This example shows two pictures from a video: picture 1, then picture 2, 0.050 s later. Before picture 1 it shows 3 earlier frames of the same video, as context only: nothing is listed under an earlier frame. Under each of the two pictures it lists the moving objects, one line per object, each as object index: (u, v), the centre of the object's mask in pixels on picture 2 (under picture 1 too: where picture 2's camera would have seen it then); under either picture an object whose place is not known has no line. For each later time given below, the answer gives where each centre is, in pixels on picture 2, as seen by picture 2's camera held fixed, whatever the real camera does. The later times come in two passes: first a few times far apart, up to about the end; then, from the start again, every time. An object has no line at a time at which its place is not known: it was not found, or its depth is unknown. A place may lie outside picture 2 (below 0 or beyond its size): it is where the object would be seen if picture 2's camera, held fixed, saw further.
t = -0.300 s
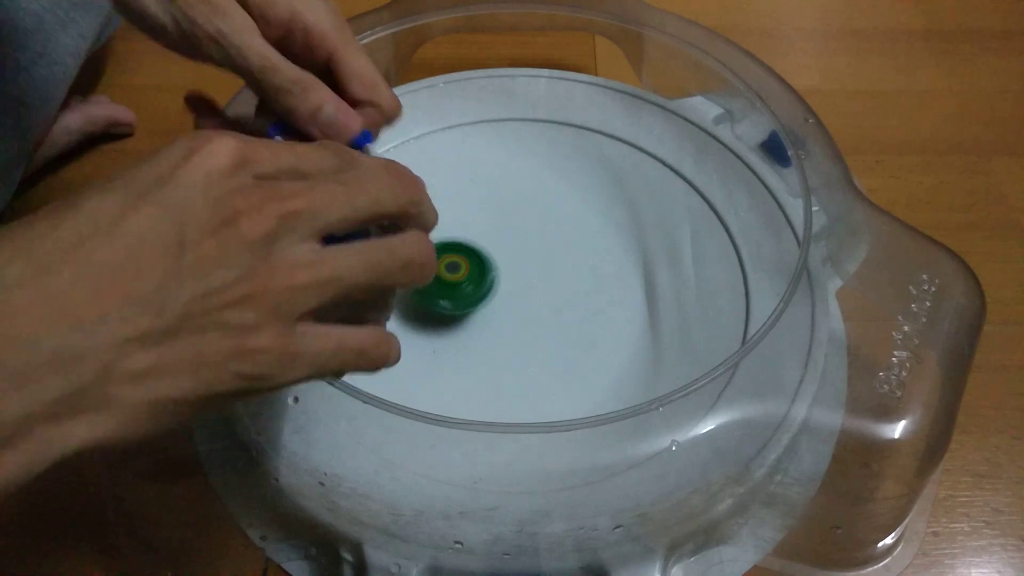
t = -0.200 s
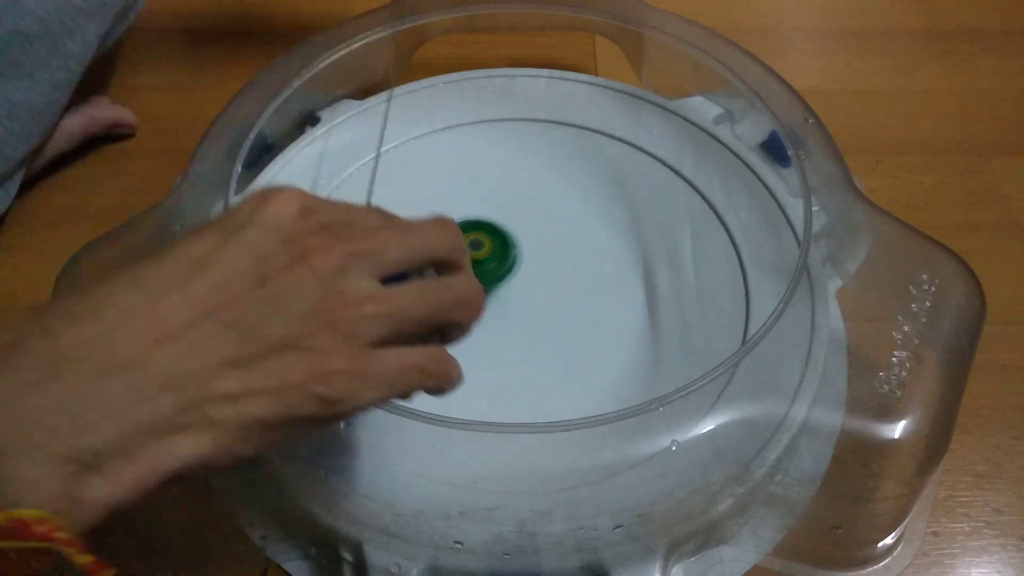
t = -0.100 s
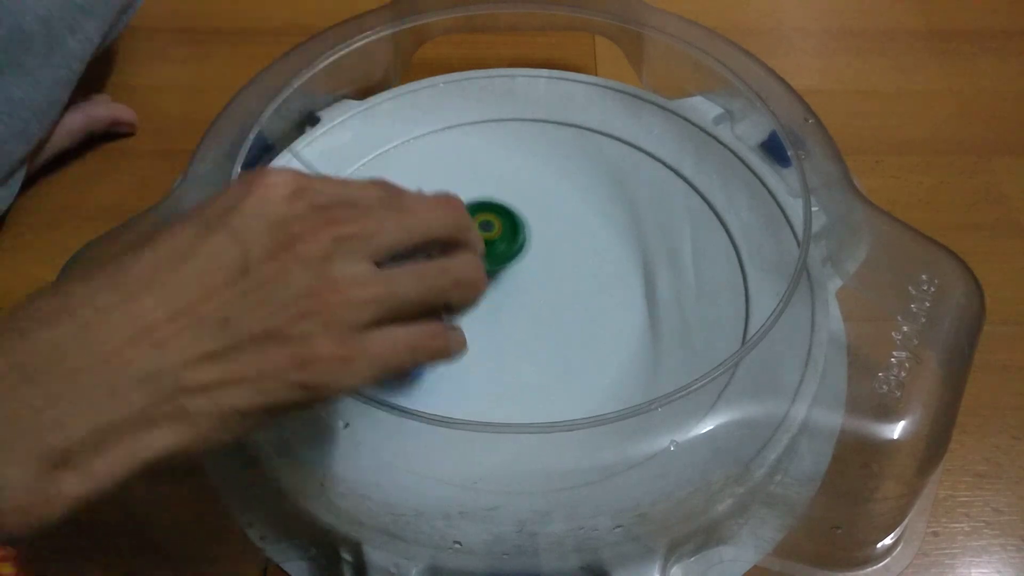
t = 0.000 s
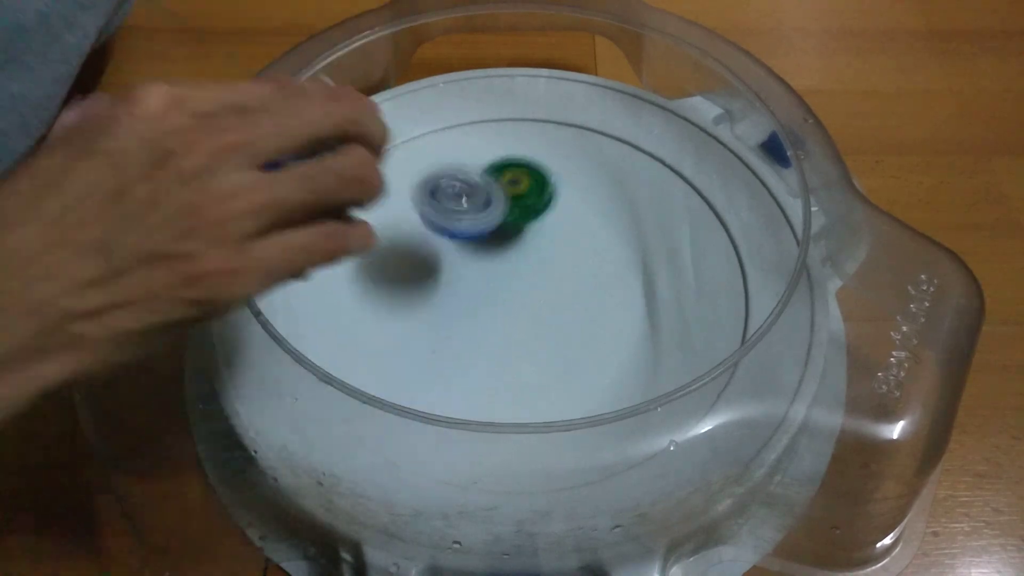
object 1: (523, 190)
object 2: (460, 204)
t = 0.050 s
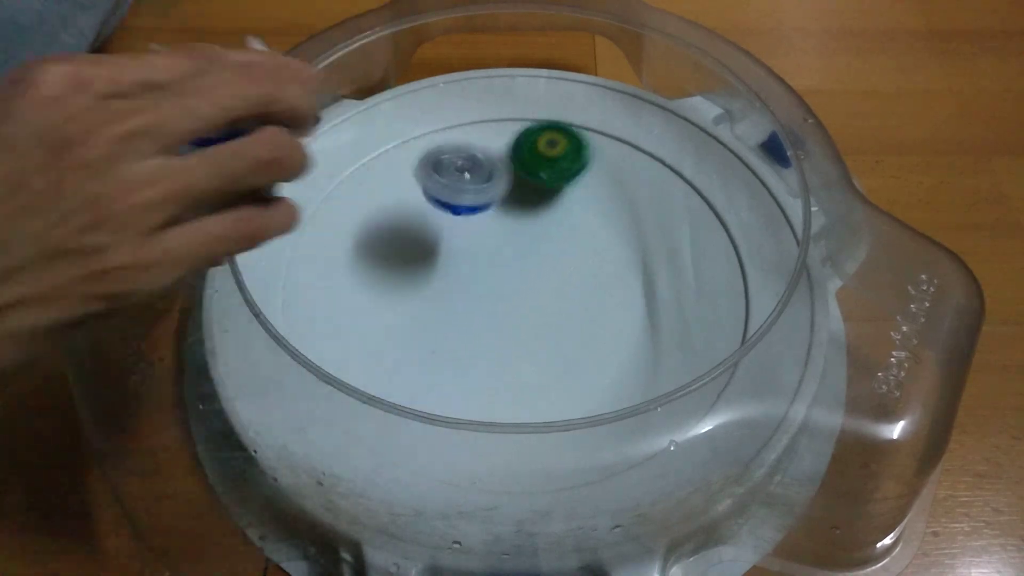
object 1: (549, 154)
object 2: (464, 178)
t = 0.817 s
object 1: (635, 337)
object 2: (423, 261)
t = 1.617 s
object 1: (532, 290)
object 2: (500, 402)
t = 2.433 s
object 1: (488, 201)
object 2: (690, 283)
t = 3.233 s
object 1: (602, 258)
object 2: (521, 138)
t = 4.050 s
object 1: (521, 282)
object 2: (296, 274)
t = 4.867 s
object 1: (471, 241)
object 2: (572, 444)
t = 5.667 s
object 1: (560, 278)
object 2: (671, 161)
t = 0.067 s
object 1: (560, 144)
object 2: (462, 177)
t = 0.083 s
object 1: (568, 134)
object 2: (462, 180)
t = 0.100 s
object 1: (576, 125)
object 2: (465, 187)
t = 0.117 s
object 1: (583, 117)
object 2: (468, 195)
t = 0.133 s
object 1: (589, 110)
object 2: (469, 204)
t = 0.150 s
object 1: (592, 106)
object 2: (475, 194)
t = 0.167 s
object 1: (594, 106)
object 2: (481, 187)
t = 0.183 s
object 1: (596, 109)
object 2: (487, 184)
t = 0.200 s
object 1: (595, 114)
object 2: (492, 184)
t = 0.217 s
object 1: (594, 121)
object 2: (497, 188)
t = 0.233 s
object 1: (592, 127)
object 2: (507, 193)
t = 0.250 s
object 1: (590, 136)
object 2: (513, 194)
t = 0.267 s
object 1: (586, 142)
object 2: (520, 193)
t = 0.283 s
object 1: (594, 144)
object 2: (513, 199)
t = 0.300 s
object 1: (613, 128)
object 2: (494, 210)
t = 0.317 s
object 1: (633, 119)
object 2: (475, 227)
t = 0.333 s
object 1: (652, 112)
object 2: (457, 246)
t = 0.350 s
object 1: (670, 108)
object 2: (438, 265)
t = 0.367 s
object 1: (688, 109)
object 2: (421, 277)
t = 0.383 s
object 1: (699, 118)
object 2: (405, 293)
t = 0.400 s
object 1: (702, 123)
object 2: (390, 305)
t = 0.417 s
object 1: (705, 128)
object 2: (375, 318)
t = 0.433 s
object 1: (706, 139)
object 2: (359, 331)
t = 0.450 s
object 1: (707, 150)
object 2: (352, 338)
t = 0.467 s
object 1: (707, 155)
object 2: (335, 352)
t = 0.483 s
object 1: (706, 163)
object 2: (324, 360)
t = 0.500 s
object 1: (704, 176)
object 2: (312, 368)
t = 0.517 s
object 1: (700, 188)
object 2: (312, 369)
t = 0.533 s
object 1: (695, 197)
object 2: (320, 367)
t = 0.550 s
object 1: (688, 210)
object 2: (331, 366)
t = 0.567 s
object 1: (681, 220)
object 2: (341, 365)
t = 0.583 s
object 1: (673, 230)
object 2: (352, 361)
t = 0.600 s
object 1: (664, 240)
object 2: (369, 352)
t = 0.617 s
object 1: (653, 252)
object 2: (380, 351)
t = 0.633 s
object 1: (642, 262)
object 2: (389, 349)
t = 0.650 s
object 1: (630, 272)
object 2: (403, 342)
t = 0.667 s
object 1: (619, 280)
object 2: (416, 336)
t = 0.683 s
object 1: (606, 290)
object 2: (430, 330)
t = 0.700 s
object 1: (593, 297)
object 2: (442, 324)
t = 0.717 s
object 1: (579, 305)
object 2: (454, 317)
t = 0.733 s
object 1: (568, 311)
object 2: (468, 310)
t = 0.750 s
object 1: (574, 316)
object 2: (463, 298)
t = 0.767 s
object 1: (590, 316)
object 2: (452, 288)
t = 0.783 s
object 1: (605, 320)
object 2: (442, 281)
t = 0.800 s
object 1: (621, 326)
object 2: (432, 270)
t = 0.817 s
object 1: (635, 337)
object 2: (423, 261)
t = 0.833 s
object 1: (646, 338)
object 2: (416, 253)
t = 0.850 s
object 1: (655, 338)
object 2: (409, 244)
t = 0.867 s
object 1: (666, 344)
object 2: (404, 236)
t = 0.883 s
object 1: (673, 344)
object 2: (400, 230)
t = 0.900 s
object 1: (678, 345)
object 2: (397, 225)
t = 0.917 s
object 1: (684, 344)
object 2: (395, 220)
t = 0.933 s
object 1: (689, 343)
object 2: (396, 216)
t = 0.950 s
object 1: (693, 341)
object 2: (397, 212)
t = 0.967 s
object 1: (696, 339)
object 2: (399, 210)
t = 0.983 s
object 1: (698, 337)
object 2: (403, 209)
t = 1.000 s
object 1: (701, 334)
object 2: (409, 208)
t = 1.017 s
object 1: (703, 332)
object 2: (414, 208)
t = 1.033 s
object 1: (705, 329)
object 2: (421, 210)
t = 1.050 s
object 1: (707, 327)
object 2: (429, 212)
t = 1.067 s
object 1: (710, 323)
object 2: (438, 215)
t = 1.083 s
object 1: (711, 319)
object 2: (446, 219)
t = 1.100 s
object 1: (712, 315)
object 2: (455, 224)
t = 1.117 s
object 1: (711, 312)
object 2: (464, 228)
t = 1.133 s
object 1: (710, 308)
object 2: (473, 235)
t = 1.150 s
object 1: (709, 305)
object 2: (482, 241)
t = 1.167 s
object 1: (706, 302)
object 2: (491, 248)
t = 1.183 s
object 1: (703, 299)
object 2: (499, 255)
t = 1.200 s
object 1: (699, 297)
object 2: (508, 264)
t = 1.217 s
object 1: (693, 295)
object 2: (515, 272)
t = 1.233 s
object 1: (687, 294)
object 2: (522, 281)
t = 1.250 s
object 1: (681, 292)
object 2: (529, 289)
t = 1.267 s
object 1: (676, 291)
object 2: (536, 299)
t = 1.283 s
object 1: (669, 290)
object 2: (541, 307)
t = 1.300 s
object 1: (662, 289)
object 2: (545, 317)
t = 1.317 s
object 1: (655, 287)
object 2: (549, 326)
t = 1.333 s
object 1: (647, 286)
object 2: (555, 336)
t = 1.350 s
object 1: (640, 286)
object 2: (557, 345)
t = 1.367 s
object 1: (633, 286)
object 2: (560, 353)
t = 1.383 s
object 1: (626, 286)
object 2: (561, 361)
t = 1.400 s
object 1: (620, 285)
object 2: (562, 368)
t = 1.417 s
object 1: (613, 283)
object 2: (560, 373)
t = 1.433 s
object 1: (606, 283)
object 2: (561, 378)
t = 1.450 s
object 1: (599, 282)
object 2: (558, 382)
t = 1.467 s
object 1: (593, 282)
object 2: (555, 385)
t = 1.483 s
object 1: (587, 281)
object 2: (551, 388)
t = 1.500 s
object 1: (581, 281)
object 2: (546, 391)
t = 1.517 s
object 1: (574, 281)
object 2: (542, 392)
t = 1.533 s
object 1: (568, 281)
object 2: (536, 402)
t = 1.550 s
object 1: (560, 282)
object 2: (530, 404)
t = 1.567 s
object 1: (554, 284)
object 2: (523, 403)
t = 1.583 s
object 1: (547, 285)
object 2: (516, 403)
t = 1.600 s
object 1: (540, 288)
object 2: (508, 403)
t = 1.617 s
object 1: (532, 290)
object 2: (500, 402)
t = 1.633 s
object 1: (525, 291)
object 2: (493, 392)
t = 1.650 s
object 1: (519, 293)
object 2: (486, 390)
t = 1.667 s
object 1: (510, 295)
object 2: (477, 389)
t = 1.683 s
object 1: (504, 298)
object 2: (466, 384)
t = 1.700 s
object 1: (497, 299)
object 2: (458, 380)
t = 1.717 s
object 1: (491, 301)
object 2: (449, 376)
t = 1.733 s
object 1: (485, 302)
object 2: (440, 370)
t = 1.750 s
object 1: (480, 301)
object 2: (429, 367)
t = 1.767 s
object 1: (476, 297)
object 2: (417, 365)
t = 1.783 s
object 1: (472, 295)
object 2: (408, 361)
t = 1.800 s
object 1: (468, 292)
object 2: (399, 356)
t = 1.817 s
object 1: (464, 289)
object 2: (391, 350)
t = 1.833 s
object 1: (461, 283)
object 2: (384, 342)
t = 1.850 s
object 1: (457, 281)
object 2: (382, 330)
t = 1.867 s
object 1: (458, 274)
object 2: (373, 326)
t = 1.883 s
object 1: (465, 258)
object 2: (362, 325)
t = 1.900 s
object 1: (471, 244)
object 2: (352, 324)
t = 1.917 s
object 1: (477, 230)
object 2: (342, 321)
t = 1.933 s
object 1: (483, 217)
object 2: (336, 319)
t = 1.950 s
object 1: (488, 204)
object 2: (330, 315)
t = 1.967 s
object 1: (493, 192)
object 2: (326, 311)
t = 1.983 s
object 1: (498, 180)
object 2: (324, 307)
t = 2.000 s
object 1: (504, 168)
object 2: (327, 299)
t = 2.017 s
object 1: (507, 157)
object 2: (329, 293)
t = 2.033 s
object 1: (510, 147)
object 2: (335, 287)
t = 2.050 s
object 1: (515, 138)
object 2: (343, 282)
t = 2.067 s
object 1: (518, 130)
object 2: (354, 276)
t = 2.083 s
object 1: (521, 123)
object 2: (365, 271)
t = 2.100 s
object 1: (523, 118)
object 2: (378, 266)
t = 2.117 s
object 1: (524, 112)
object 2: (392, 262)
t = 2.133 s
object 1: (525, 108)
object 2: (407, 258)
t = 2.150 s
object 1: (526, 105)
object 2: (424, 255)
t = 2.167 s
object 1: (526, 103)
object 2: (441, 253)
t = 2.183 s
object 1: (526, 102)
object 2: (459, 251)
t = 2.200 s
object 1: (525, 102)
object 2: (478, 250)
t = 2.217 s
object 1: (524, 104)
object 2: (495, 249)
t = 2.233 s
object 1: (523, 107)
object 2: (512, 249)
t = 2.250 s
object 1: (521, 112)
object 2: (531, 248)
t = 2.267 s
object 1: (519, 117)
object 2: (548, 250)
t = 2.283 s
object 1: (516, 122)
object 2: (564, 251)
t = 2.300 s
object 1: (513, 130)
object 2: (581, 253)
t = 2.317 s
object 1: (510, 136)
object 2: (596, 257)
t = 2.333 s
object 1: (507, 144)
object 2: (612, 260)
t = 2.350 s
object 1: (504, 153)
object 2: (626, 264)
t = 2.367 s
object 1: (500, 161)
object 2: (643, 266)
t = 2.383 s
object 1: (497, 172)
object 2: (658, 270)
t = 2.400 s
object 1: (493, 182)
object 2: (671, 274)
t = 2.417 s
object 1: (491, 192)
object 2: (683, 278)
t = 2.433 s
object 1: (488, 201)
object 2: (690, 283)
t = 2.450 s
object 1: (485, 210)
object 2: (699, 289)
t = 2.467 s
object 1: (484, 219)
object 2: (707, 295)
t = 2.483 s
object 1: (483, 228)
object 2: (713, 301)
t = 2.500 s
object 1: (482, 237)
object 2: (720, 307)
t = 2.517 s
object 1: (482, 243)
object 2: (721, 313)
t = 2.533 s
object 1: (483, 249)
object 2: (721, 318)
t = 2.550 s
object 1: (484, 257)
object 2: (727, 328)
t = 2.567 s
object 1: (485, 264)
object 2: (728, 335)
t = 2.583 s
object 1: (488, 269)
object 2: (727, 344)
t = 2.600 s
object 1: (491, 274)
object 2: (724, 350)
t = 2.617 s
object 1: (494, 278)
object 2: (717, 359)
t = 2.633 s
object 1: (498, 283)
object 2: (709, 365)
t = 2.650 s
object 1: (504, 286)
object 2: (700, 370)
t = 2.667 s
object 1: (509, 289)
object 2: (687, 376)
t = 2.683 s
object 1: (513, 291)
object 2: (678, 381)
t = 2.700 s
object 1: (519, 293)
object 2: (669, 385)
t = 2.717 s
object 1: (525, 294)
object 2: (655, 391)
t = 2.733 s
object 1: (530, 293)
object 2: (636, 395)
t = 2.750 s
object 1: (536, 291)
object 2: (624, 398)
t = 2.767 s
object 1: (540, 290)
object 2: (608, 400)
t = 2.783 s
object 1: (546, 289)
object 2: (594, 401)
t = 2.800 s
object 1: (553, 284)
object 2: (577, 398)
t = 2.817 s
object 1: (559, 281)
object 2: (559, 391)
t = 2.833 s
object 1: (563, 279)
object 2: (546, 388)
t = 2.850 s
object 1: (569, 276)
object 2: (530, 385)
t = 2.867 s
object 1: (575, 274)
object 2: (517, 379)
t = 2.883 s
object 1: (579, 271)
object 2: (505, 369)
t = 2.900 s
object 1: (583, 269)
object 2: (493, 360)
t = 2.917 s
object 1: (587, 269)
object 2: (483, 349)
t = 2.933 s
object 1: (591, 267)
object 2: (475, 335)
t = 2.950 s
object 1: (593, 265)
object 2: (468, 323)
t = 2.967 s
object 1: (595, 264)
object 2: (462, 308)
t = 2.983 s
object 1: (598, 263)
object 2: (459, 297)
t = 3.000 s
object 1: (600, 262)
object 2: (456, 282)
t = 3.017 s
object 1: (600, 261)
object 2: (455, 269)
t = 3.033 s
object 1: (601, 261)
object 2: (455, 256)
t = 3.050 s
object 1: (603, 260)
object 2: (455, 243)
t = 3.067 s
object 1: (603, 259)
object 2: (457, 231)
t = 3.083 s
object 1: (603, 259)
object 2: (459, 218)
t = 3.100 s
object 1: (603, 259)
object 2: (464, 207)
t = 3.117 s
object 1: (604, 259)
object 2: (468, 196)
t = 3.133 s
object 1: (604, 258)
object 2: (474, 186)
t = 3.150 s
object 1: (604, 258)
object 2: (480, 175)
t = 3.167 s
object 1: (604, 258)
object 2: (487, 167)
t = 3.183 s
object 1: (604, 258)
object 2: (496, 159)
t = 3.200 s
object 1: (604, 258)
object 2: (504, 151)
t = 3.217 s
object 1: (602, 258)
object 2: (511, 145)
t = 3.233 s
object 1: (602, 258)
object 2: (521, 138)
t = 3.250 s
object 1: (602, 259)
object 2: (529, 133)
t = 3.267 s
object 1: (601, 260)
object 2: (540, 128)
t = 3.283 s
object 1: (600, 261)
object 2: (550, 125)
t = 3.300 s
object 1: (599, 262)
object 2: (560, 123)
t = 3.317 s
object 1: (599, 262)
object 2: (570, 121)
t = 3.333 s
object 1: (598, 263)
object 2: (581, 120)
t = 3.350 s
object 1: (597, 264)
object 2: (592, 119)
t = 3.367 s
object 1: (596, 265)
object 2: (602, 120)
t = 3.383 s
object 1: (595, 266)
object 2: (612, 123)
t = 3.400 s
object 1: (594, 267)
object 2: (622, 124)
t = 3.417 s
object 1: (592, 268)
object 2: (633, 126)
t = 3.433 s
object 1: (591, 269)
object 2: (642, 131)
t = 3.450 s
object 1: (590, 270)
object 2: (651, 138)
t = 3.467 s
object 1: (588, 271)
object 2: (660, 144)
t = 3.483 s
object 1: (587, 273)
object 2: (668, 154)
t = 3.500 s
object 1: (586, 274)
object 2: (674, 164)
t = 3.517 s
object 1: (585, 274)
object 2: (684, 176)
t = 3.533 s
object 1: (583, 276)
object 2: (690, 185)
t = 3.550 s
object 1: (582, 277)
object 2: (698, 199)
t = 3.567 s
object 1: (582, 278)
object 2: (700, 212)
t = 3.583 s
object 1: (580, 279)
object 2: (703, 228)
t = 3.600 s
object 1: (578, 280)
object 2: (700, 245)
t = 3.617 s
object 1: (576, 281)
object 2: (698, 258)
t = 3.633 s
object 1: (575, 281)
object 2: (690, 274)
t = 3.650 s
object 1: (573, 282)
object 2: (680, 291)
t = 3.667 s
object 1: (571, 283)
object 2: (669, 307)
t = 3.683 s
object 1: (570, 284)
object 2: (656, 319)
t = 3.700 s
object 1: (567, 284)
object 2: (639, 333)
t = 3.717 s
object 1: (564, 284)
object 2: (619, 345)
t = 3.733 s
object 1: (562, 285)
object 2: (604, 354)
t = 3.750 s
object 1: (560, 284)
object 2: (584, 363)
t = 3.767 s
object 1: (557, 283)
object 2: (565, 371)
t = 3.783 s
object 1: (555, 284)
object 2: (544, 375)
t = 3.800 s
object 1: (554, 284)
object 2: (525, 378)
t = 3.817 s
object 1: (552, 284)
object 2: (503, 380)
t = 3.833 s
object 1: (550, 284)
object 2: (484, 379)
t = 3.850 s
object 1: (549, 285)
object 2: (463, 377)
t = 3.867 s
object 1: (548, 285)
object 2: (443, 373)
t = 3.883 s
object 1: (546, 285)
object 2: (426, 370)
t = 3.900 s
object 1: (544, 285)
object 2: (407, 363)
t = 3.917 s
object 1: (543, 285)
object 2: (390, 358)
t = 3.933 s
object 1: (541, 285)
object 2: (373, 351)
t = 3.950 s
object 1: (538, 285)
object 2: (358, 343)
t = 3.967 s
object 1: (536, 285)
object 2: (346, 333)
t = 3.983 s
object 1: (533, 284)
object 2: (333, 322)
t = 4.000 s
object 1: (529, 283)
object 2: (323, 312)
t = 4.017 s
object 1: (527, 283)
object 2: (311, 300)
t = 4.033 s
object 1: (525, 283)
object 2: (303, 289)
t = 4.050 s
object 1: (521, 282)
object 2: (296, 274)
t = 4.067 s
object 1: (518, 282)
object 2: (292, 264)
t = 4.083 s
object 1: (515, 281)
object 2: (288, 250)
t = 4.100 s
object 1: (512, 280)
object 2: (286, 237)
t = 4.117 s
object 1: (509, 280)
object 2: (290, 225)
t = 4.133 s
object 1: (506, 279)
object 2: (302, 214)
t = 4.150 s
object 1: (503, 278)
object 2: (311, 205)
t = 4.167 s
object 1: (499, 278)
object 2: (322, 194)
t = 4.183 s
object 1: (497, 277)
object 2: (332, 185)
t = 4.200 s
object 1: (494, 276)
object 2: (343, 177)
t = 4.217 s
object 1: (491, 275)
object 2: (354, 167)
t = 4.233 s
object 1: (489, 275)
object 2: (367, 158)
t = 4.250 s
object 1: (487, 274)
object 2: (378, 149)
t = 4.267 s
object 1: (484, 273)
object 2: (391, 142)
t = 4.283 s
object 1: (482, 273)
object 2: (406, 135)
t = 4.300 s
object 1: (480, 272)
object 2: (419, 132)
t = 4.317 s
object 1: (478, 270)
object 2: (435, 128)
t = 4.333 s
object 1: (475, 270)
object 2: (453, 126)
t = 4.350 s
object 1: (474, 269)
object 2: (468, 127)
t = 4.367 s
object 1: (472, 268)
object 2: (484, 127)
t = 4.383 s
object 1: (470, 267)
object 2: (502, 130)
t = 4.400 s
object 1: (470, 267)
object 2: (518, 133)
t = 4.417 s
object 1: (468, 265)
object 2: (534, 138)
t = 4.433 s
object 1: (467, 264)
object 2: (549, 144)
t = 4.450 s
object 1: (466, 264)
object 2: (564, 151)
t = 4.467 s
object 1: (466, 263)
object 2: (580, 160)
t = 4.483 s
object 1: (464, 262)
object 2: (593, 169)
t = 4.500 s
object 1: (464, 261)
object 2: (607, 179)
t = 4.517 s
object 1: (464, 260)
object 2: (619, 188)
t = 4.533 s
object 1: (463, 258)
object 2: (632, 201)
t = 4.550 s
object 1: (462, 258)
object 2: (640, 213)
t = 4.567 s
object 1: (462, 257)
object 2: (649, 224)
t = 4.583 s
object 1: (461, 255)
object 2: (658, 239)
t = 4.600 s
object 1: (461, 254)
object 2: (664, 251)
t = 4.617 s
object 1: (462, 253)
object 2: (669, 265)
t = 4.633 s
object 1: (461, 252)
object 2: (671, 279)
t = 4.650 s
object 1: (461, 250)
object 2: (673, 294)
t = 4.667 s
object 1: (462, 250)
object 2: (675, 305)
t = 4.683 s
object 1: (461, 248)
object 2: (672, 318)
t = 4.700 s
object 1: (461, 247)
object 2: (674, 332)
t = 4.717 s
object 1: (463, 247)
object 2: (667, 345)
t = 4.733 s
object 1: (462, 245)
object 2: (662, 354)
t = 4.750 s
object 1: (463, 245)
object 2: (653, 364)
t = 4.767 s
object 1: (464, 244)
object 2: (643, 371)
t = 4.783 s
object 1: (465, 243)
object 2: (632, 380)
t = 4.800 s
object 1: (465, 243)
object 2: (624, 397)
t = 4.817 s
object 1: (467, 242)
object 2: (617, 416)
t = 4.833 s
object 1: (468, 242)
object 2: (608, 425)
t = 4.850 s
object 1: (468, 242)
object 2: (592, 436)
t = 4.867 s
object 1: (471, 241)
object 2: (572, 444)
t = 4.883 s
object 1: (472, 241)
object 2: (555, 450)
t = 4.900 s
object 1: (473, 241)
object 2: (537, 453)
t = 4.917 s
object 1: (476, 241)
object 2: (519, 455)
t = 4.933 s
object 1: (478, 241)
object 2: (499, 459)
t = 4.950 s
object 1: (479, 241)
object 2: (479, 458)
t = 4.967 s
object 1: (482, 241)
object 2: (460, 461)
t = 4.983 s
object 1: (484, 241)
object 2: (437, 458)
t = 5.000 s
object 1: (486, 241)
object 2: (418, 452)
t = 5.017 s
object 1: (489, 241)
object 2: (403, 439)
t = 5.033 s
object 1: (491, 241)
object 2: (385, 431)
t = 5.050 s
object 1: (493, 241)
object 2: (374, 418)
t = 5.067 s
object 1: (497, 242)
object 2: (360, 406)
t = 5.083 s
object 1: (498, 242)
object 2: (353, 393)
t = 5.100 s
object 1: (500, 242)
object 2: (345, 378)
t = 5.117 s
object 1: (503, 242)
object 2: (340, 362)
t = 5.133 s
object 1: (505, 242)
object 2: (340, 346)
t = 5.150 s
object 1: (507, 243)
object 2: (335, 327)
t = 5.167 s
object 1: (510, 243)
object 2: (331, 318)
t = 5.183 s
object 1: (511, 243)
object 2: (333, 302)
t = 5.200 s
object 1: (514, 244)
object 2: (336, 286)
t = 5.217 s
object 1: (517, 244)
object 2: (339, 273)
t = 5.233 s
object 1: (518, 244)
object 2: (346, 258)
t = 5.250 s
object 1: (520, 244)
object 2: (354, 244)
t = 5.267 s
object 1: (523, 246)
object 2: (361, 233)
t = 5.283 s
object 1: (524, 246)
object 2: (370, 222)
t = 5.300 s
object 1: (526, 247)
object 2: (382, 209)
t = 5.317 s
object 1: (528, 248)
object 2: (393, 199)
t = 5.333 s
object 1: (529, 248)
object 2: (406, 189)
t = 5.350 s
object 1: (530, 250)
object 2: (419, 180)
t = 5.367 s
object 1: (533, 251)
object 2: (430, 172)
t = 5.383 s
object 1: (534, 251)
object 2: (445, 164)
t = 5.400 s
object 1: (536, 254)
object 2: (458, 158)
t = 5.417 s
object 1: (538, 254)
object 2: (472, 152)
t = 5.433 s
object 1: (539, 256)
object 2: (486, 147)
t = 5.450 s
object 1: (541, 257)
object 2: (500, 142)
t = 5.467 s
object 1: (543, 258)
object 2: (514, 138)
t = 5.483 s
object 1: (544, 259)
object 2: (529, 135)
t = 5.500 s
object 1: (546, 262)
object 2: (542, 134)
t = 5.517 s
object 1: (548, 262)
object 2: (556, 132)
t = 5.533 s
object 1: (548, 265)
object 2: (570, 132)
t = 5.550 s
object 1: (551, 267)
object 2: (583, 134)
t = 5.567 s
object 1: (552, 267)
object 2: (597, 133)
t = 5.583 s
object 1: (553, 270)
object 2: (611, 137)
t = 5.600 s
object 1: (556, 272)
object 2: (623, 141)
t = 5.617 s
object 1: (556, 272)
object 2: (635, 144)
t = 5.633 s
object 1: (558, 275)
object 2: (648, 148)
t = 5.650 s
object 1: (560, 276)
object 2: (660, 154)
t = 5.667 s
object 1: (560, 278)
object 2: (671, 161)
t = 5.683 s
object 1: (561, 280)
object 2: (682, 167)
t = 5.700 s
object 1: (563, 281)
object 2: (693, 174)
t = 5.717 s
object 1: (563, 282)
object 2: (703, 184)
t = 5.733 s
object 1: (564, 284)
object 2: (712, 196)
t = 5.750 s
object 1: (565, 285)
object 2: (720, 207)
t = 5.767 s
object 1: (565, 287)
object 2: (724, 217)
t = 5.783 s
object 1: (566, 288)
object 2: (729, 230)
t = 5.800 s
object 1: (566, 289)
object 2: (730, 246)
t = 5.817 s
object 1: (566, 291)
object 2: (729, 259)
